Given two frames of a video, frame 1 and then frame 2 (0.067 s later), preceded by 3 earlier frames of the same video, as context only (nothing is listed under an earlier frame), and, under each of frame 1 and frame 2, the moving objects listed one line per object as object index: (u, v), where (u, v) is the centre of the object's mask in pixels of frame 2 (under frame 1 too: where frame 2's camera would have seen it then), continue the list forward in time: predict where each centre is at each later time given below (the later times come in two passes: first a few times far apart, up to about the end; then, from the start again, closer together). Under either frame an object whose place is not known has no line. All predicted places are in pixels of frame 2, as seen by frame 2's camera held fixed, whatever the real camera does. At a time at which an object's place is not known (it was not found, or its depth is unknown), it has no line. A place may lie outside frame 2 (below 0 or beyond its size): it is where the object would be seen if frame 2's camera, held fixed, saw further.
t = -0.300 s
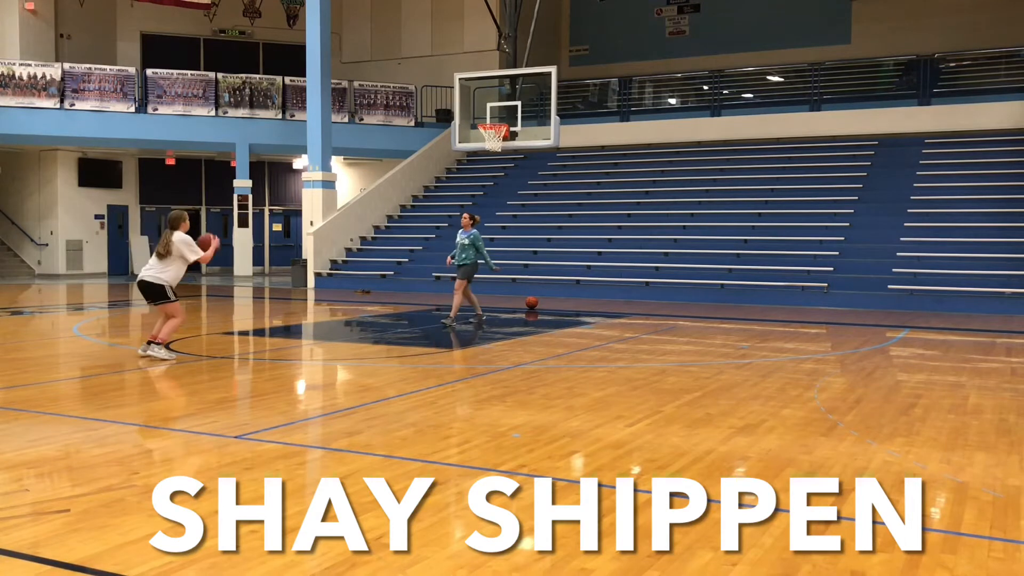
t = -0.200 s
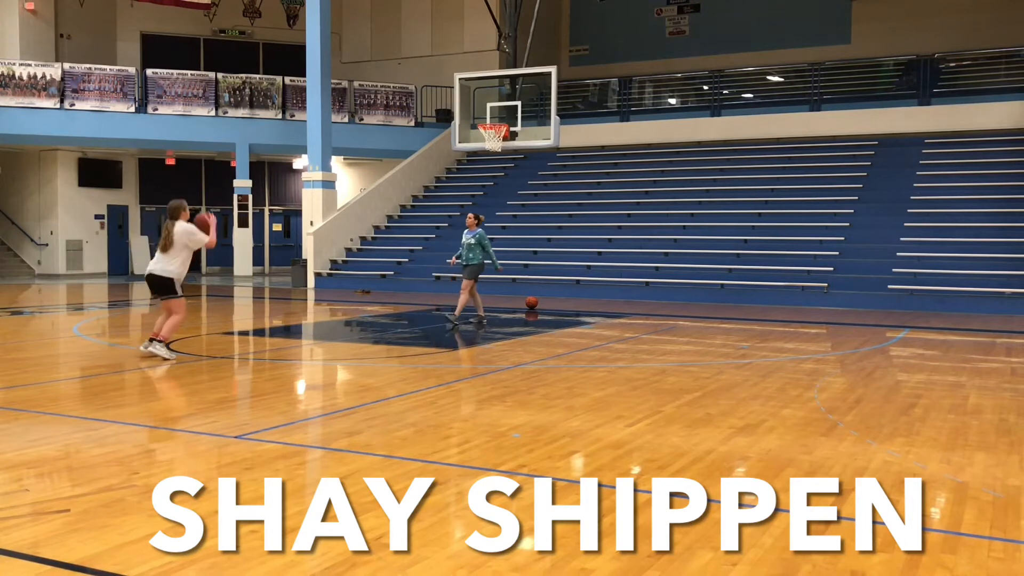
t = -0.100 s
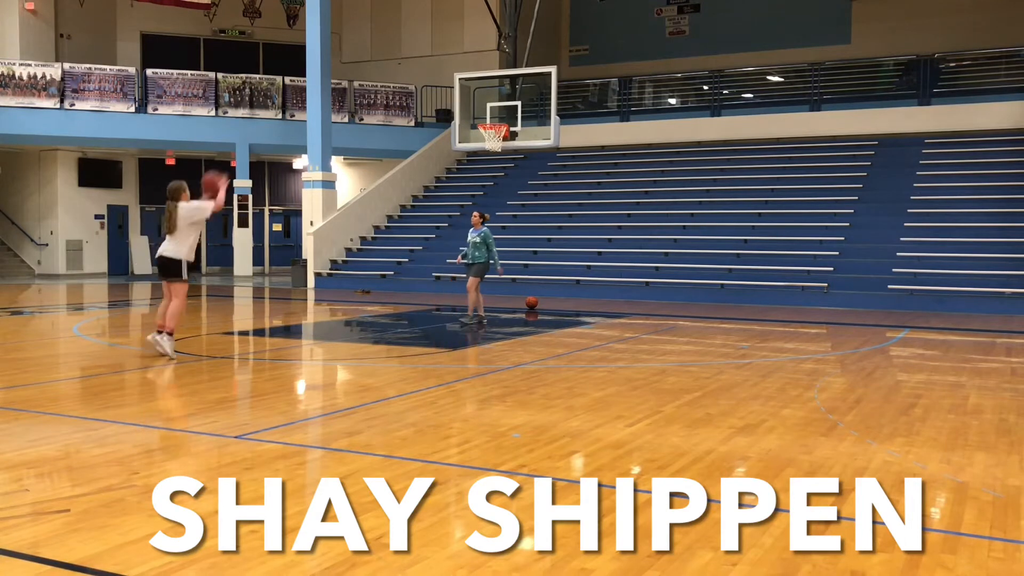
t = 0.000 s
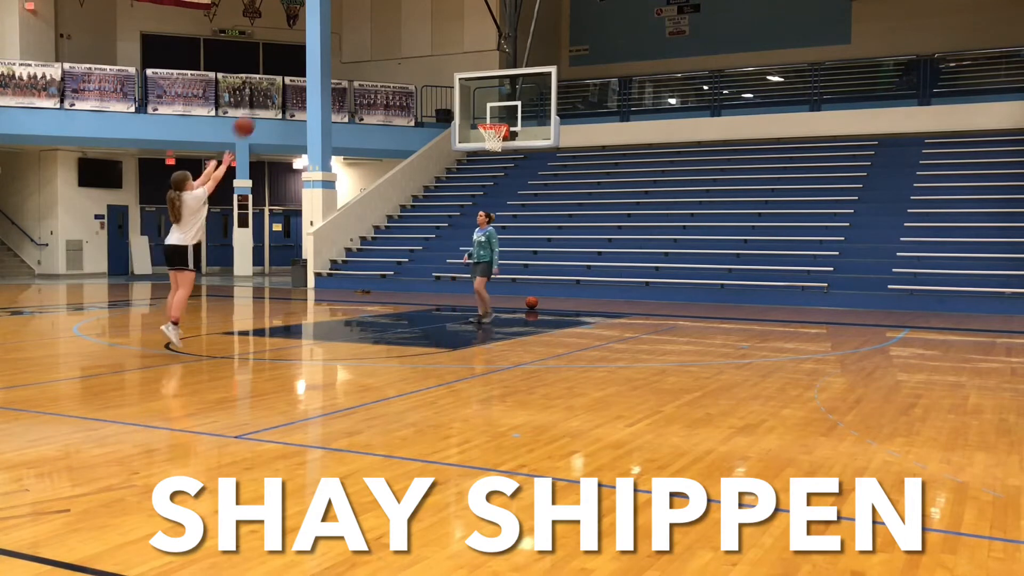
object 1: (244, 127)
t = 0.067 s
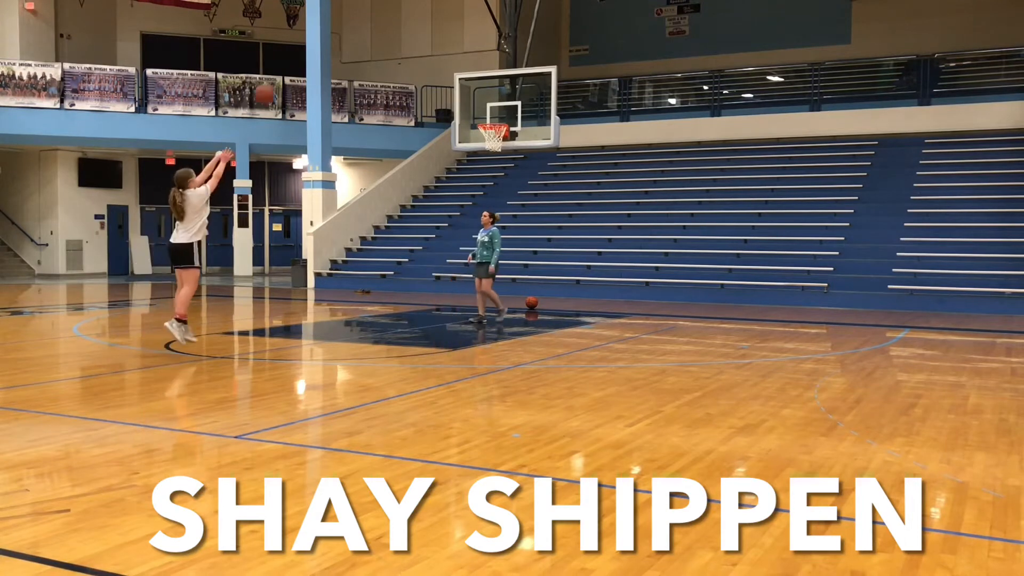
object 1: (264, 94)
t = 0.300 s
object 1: (331, 21)
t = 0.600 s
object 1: (401, 5)
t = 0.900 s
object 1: (458, 47)
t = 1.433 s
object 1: (491, 157)
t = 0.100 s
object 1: (275, 80)
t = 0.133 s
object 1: (285, 67)
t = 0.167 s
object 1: (294, 57)
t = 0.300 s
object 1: (331, 21)
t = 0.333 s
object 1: (339, 15)
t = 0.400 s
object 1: (355, 7)
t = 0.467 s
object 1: (372, 5)
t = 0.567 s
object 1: (393, 4)
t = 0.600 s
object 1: (401, 5)
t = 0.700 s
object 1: (421, 11)
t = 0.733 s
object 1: (427, 16)
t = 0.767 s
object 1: (434, 20)
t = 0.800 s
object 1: (440, 26)
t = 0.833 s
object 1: (446, 33)
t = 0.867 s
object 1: (452, 39)
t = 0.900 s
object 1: (458, 47)
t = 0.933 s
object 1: (464, 56)
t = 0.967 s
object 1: (469, 64)
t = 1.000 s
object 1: (474, 73)
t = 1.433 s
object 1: (491, 157)
